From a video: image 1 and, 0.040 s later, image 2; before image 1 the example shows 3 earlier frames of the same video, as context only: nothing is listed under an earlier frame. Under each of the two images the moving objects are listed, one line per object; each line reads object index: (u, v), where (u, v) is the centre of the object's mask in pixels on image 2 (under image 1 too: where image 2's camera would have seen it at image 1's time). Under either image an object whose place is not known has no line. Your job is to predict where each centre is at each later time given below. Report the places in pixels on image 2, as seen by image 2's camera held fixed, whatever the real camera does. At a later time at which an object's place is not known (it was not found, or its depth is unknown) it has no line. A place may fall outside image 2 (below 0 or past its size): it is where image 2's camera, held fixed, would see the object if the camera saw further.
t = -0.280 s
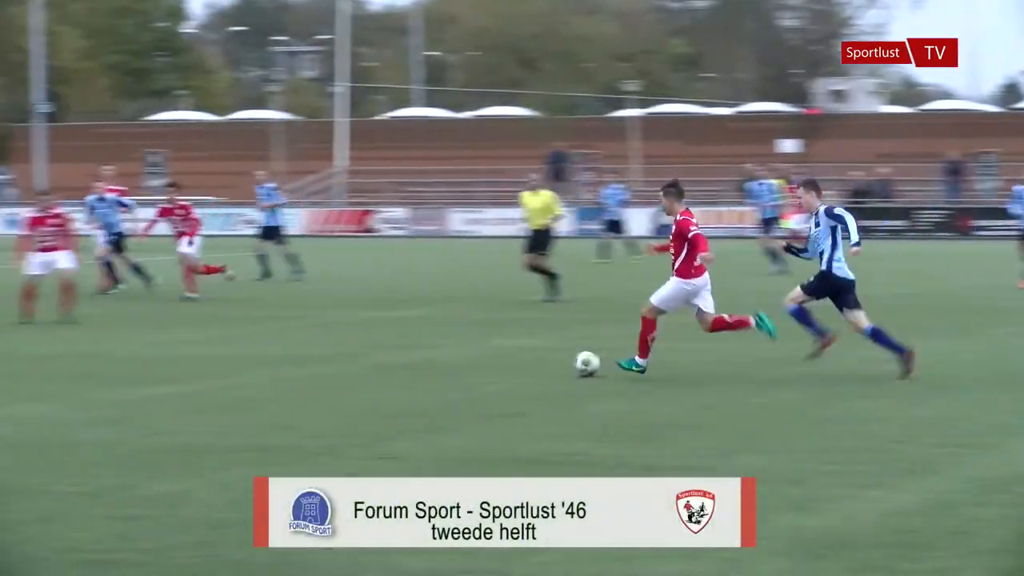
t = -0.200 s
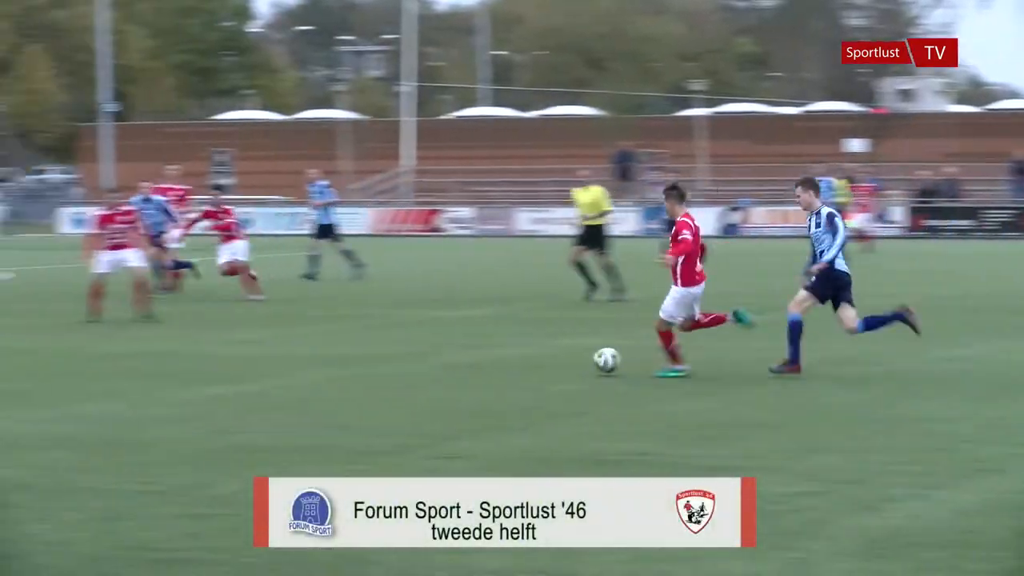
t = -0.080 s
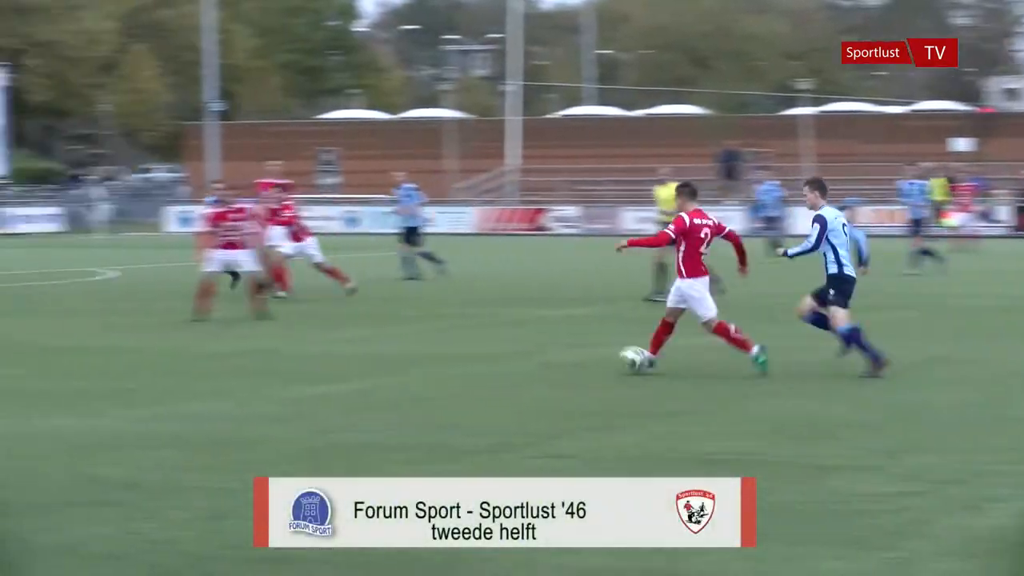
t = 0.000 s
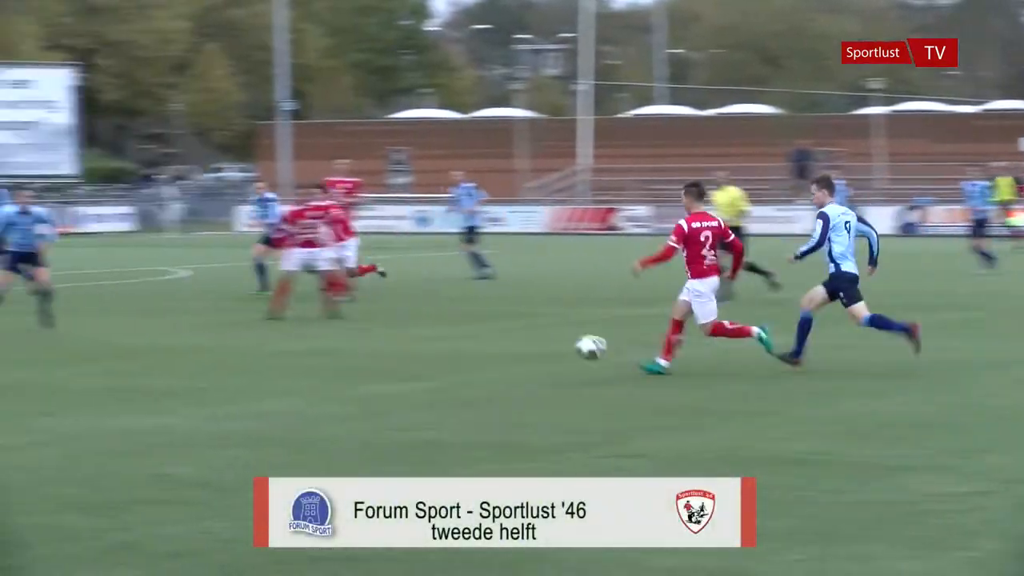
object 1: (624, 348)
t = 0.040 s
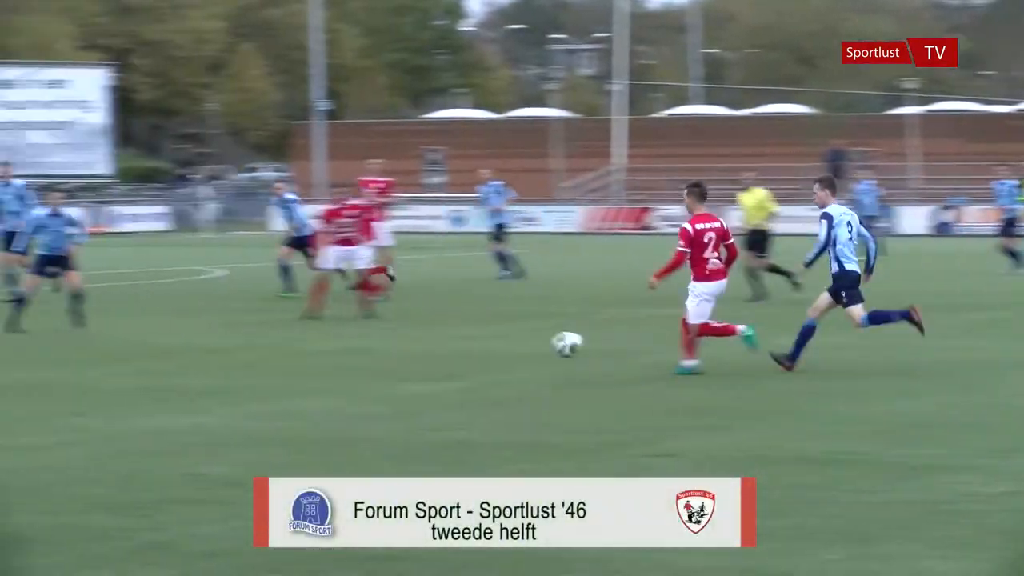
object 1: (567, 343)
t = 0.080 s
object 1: (512, 341)
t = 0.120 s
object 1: (453, 343)
